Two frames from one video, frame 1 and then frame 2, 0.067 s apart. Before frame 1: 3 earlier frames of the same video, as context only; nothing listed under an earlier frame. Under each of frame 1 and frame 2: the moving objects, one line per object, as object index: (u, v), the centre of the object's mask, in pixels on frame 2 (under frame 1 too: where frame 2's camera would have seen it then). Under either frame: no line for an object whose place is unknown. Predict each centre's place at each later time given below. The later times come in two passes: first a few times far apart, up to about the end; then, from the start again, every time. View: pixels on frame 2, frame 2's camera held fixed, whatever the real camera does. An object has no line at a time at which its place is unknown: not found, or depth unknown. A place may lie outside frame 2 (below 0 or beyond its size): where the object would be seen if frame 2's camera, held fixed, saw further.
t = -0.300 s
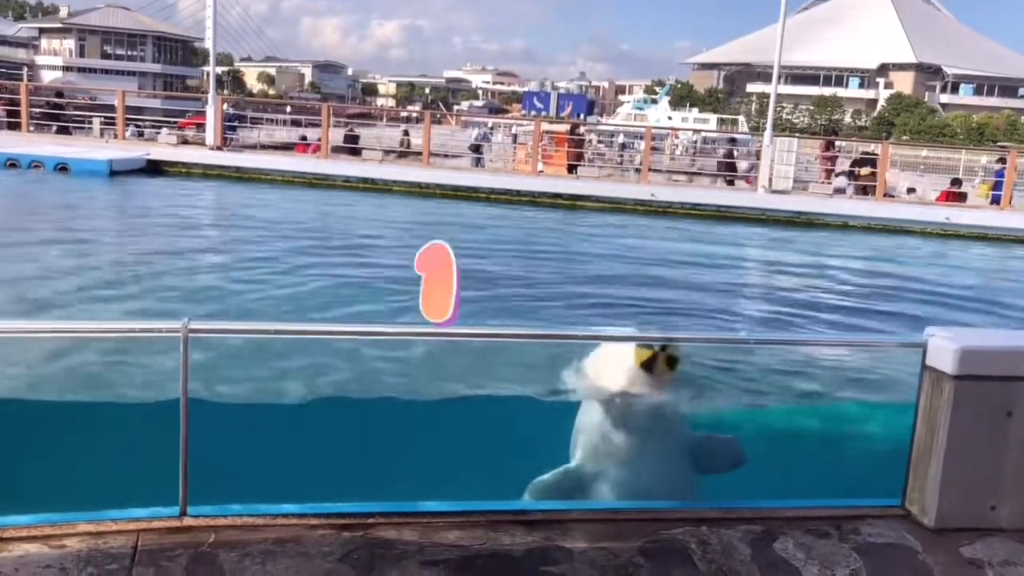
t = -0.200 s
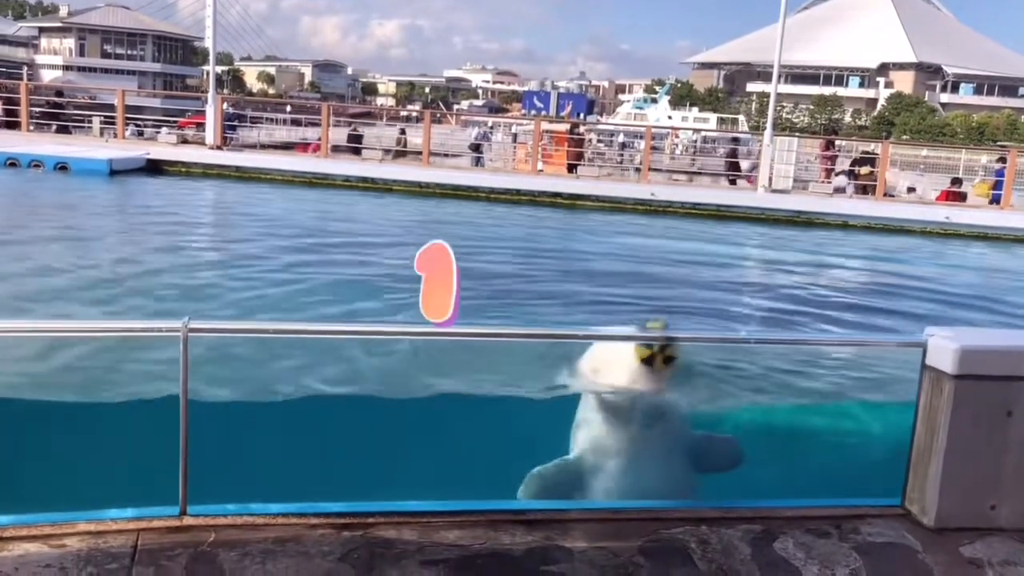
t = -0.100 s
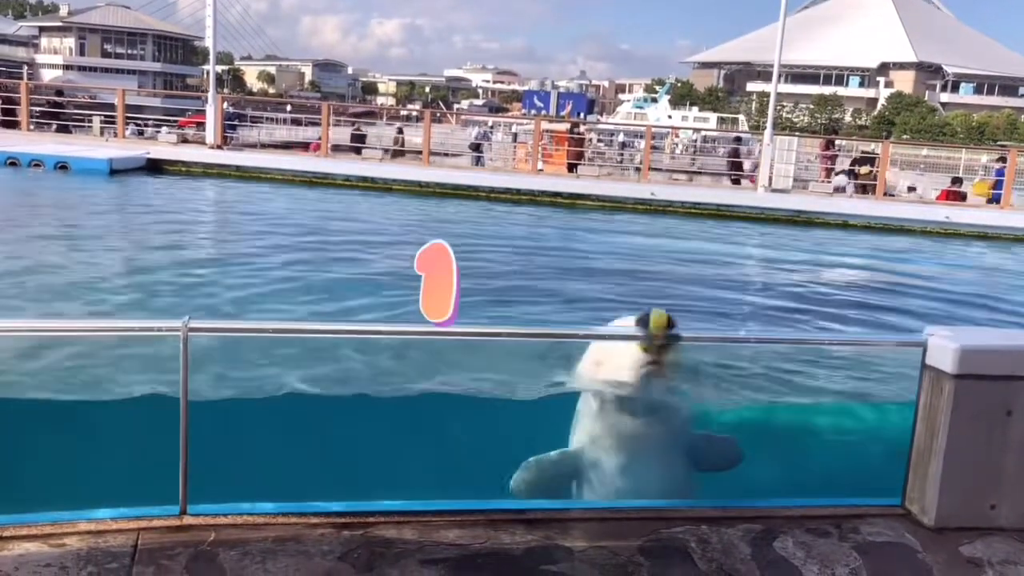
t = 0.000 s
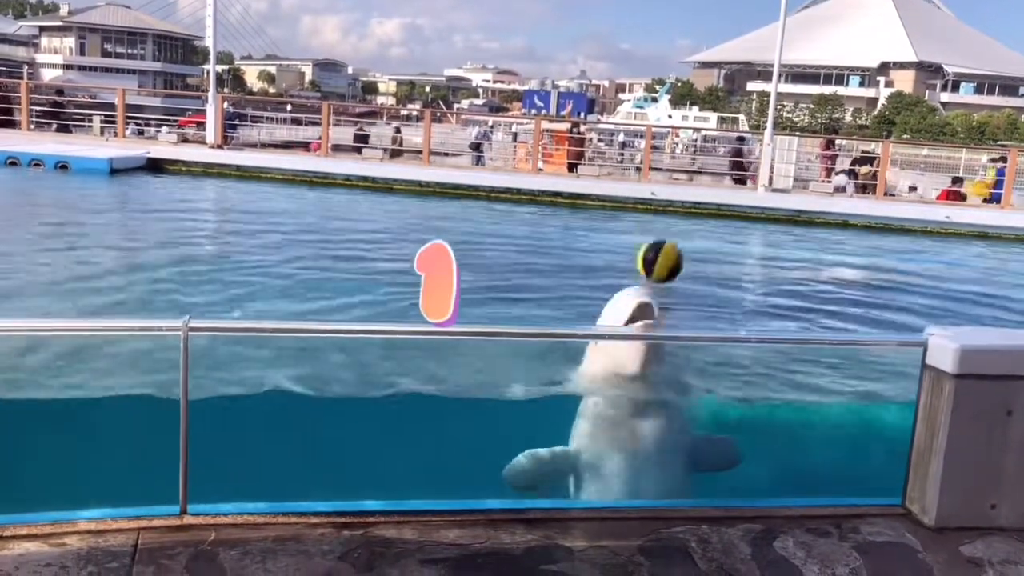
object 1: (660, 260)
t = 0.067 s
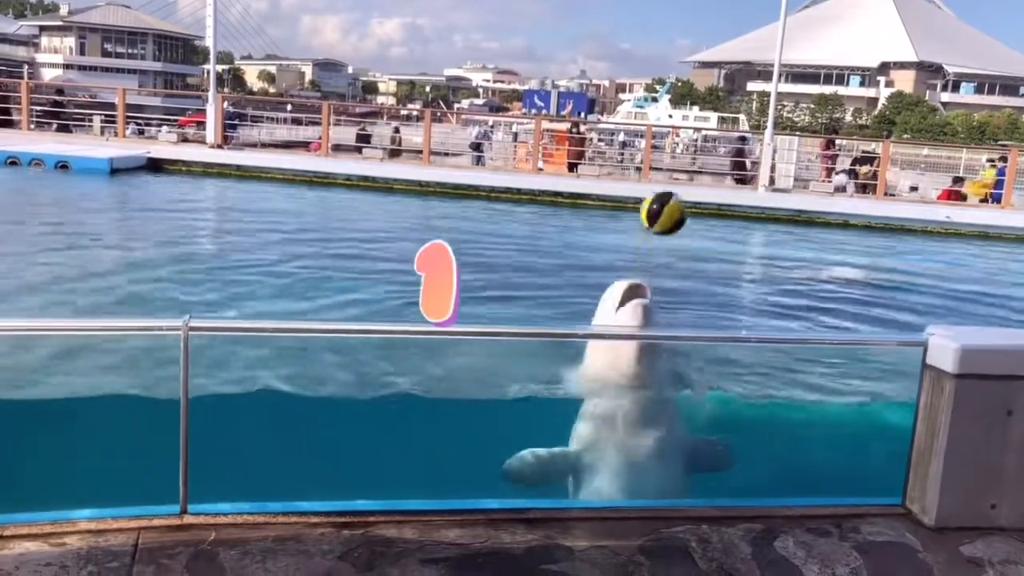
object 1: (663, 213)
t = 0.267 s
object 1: (669, 122)
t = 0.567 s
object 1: (658, 139)
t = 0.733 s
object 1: (645, 223)
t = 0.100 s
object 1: (666, 191)
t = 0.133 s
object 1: (666, 173)
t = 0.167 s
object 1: (668, 156)
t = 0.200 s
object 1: (668, 143)
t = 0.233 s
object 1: (668, 132)
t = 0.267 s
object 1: (669, 122)
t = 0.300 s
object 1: (668, 114)
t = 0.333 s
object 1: (668, 109)
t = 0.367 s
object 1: (668, 107)
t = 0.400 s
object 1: (667, 107)
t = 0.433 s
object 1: (666, 109)
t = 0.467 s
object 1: (665, 113)
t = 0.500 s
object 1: (663, 120)
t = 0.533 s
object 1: (660, 128)
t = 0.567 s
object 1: (658, 139)
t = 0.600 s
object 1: (657, 152)
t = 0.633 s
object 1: (653, 167)
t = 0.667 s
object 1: (651, 184)
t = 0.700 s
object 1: (648, 202)
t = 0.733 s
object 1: (645, 223)
